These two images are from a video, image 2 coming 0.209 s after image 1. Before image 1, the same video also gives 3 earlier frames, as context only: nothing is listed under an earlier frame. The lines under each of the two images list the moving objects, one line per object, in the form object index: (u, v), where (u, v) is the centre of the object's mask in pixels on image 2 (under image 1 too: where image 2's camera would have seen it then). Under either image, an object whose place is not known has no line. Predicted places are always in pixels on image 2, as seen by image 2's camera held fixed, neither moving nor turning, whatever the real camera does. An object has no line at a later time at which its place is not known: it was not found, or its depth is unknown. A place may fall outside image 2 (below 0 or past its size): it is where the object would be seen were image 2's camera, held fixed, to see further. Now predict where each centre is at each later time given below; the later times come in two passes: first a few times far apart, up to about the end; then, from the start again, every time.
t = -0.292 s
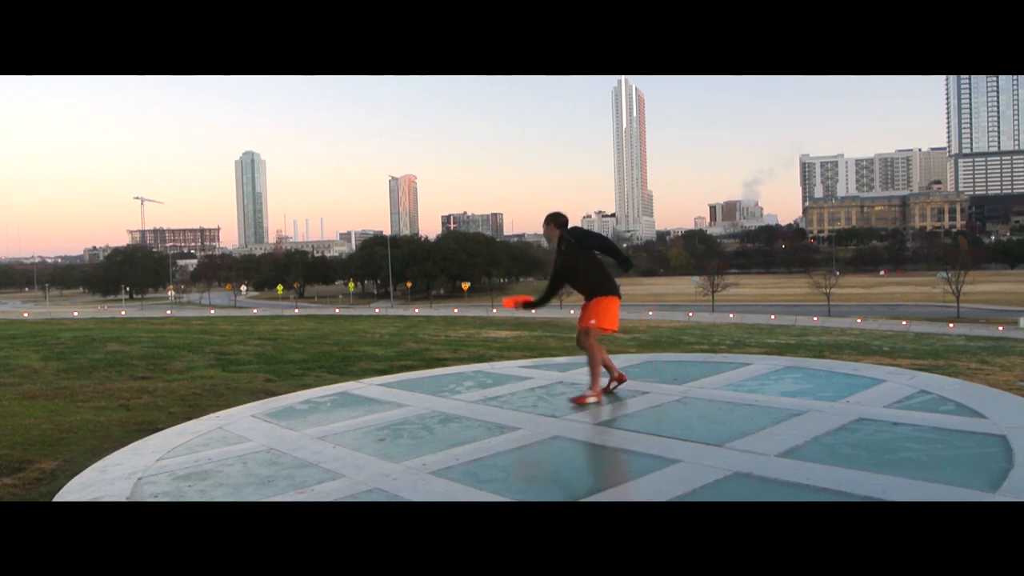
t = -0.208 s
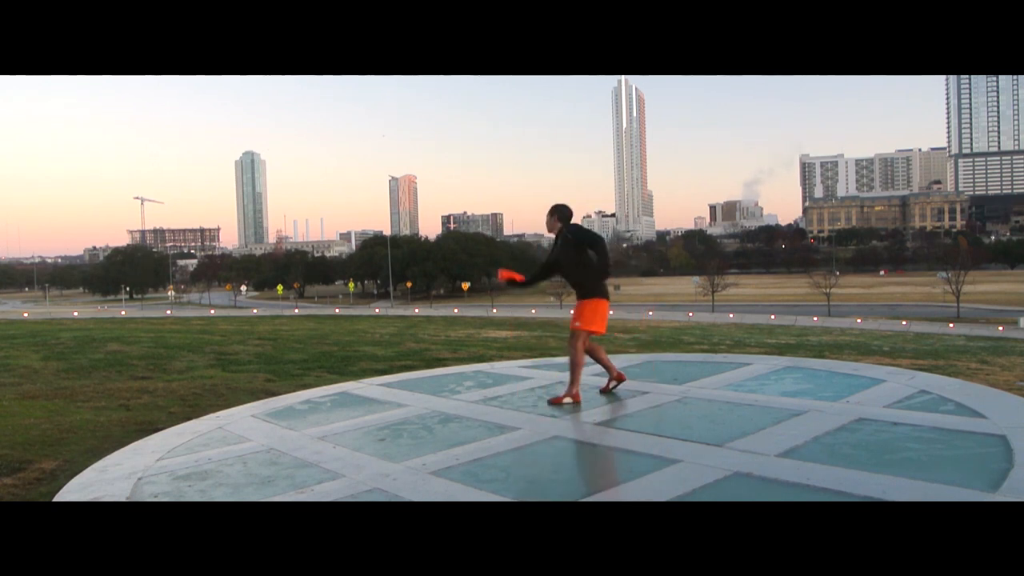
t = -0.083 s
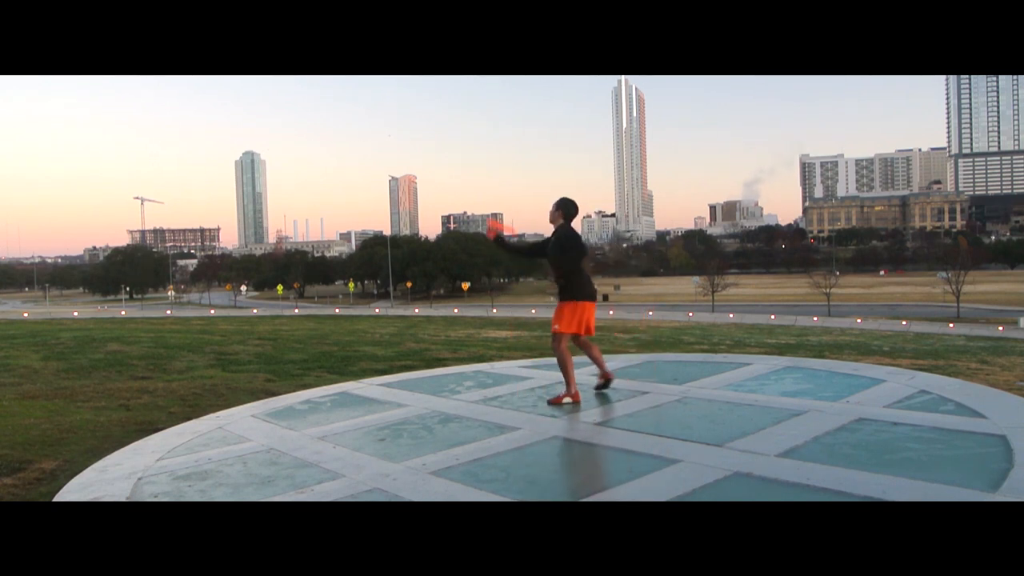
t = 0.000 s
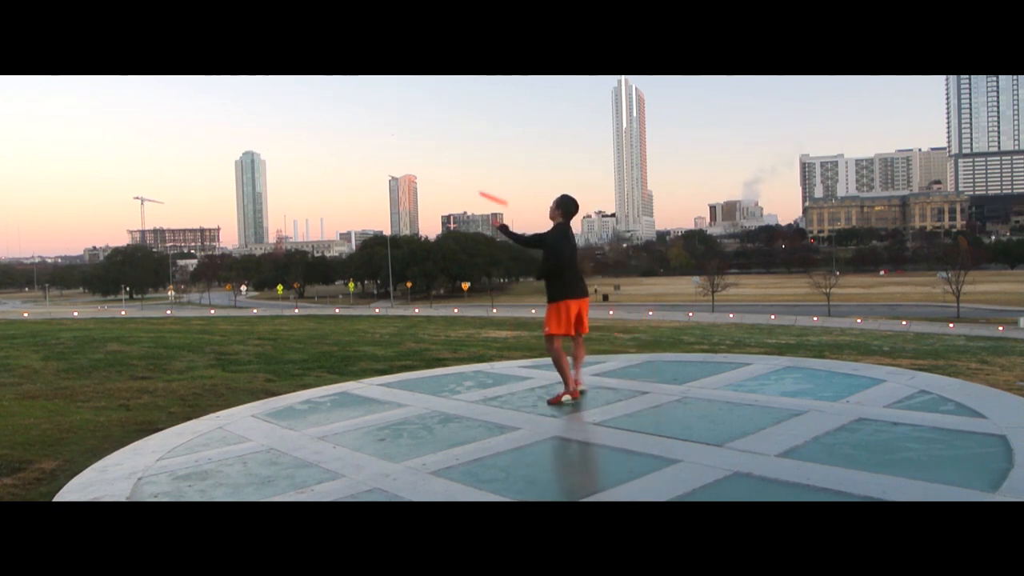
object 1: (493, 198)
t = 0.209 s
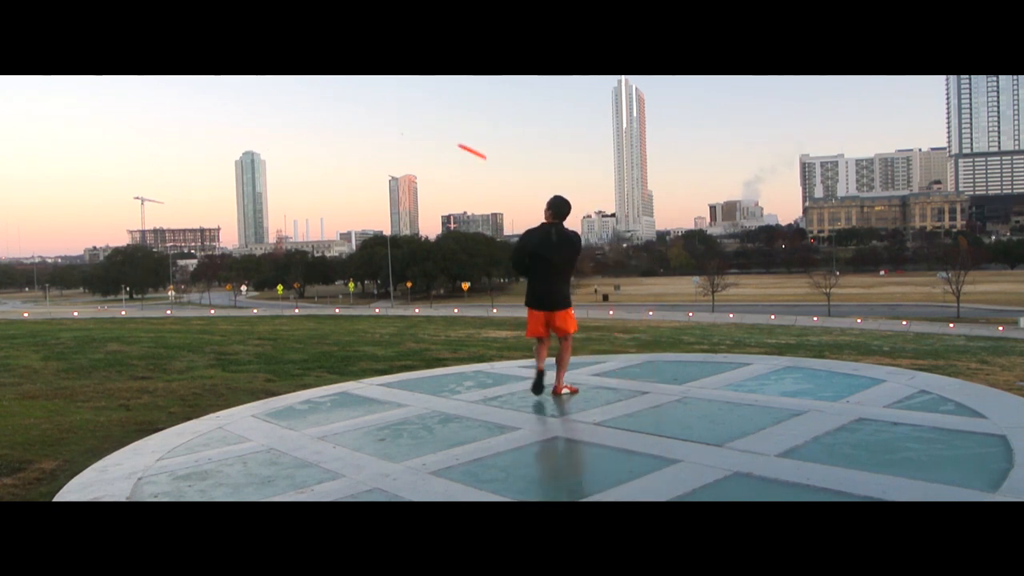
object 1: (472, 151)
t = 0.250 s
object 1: (468, 145)
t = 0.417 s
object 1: (453, 136)
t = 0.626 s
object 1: (438, 146)
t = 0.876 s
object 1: (428, 187)
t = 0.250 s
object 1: (468, 145)
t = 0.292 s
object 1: (464, 141)
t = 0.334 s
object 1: (460, 138)
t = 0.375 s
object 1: (457, 136)
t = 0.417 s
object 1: (453, 136)
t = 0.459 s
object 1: (450, 136)
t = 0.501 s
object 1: (447, 137)
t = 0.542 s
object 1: (443, 139)
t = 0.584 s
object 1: (440, 142)
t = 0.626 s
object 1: (438, 146)
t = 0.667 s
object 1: (436, 151)
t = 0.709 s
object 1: (433, 157)
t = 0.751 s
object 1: (431, 163)
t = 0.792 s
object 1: (429, 171)
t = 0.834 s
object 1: (427, 179)
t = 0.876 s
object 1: (428, 187)
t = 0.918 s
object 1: (426, 197)
